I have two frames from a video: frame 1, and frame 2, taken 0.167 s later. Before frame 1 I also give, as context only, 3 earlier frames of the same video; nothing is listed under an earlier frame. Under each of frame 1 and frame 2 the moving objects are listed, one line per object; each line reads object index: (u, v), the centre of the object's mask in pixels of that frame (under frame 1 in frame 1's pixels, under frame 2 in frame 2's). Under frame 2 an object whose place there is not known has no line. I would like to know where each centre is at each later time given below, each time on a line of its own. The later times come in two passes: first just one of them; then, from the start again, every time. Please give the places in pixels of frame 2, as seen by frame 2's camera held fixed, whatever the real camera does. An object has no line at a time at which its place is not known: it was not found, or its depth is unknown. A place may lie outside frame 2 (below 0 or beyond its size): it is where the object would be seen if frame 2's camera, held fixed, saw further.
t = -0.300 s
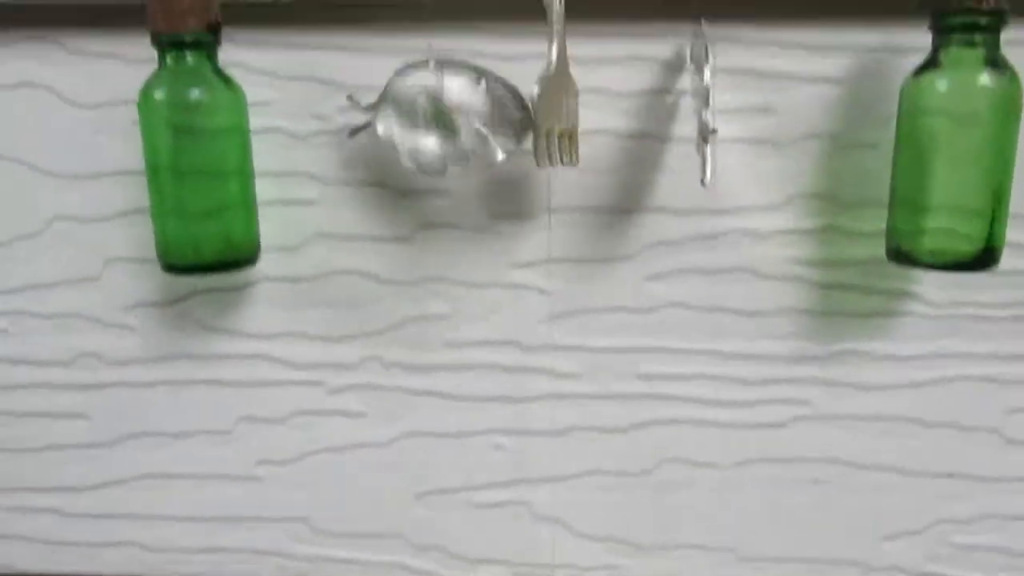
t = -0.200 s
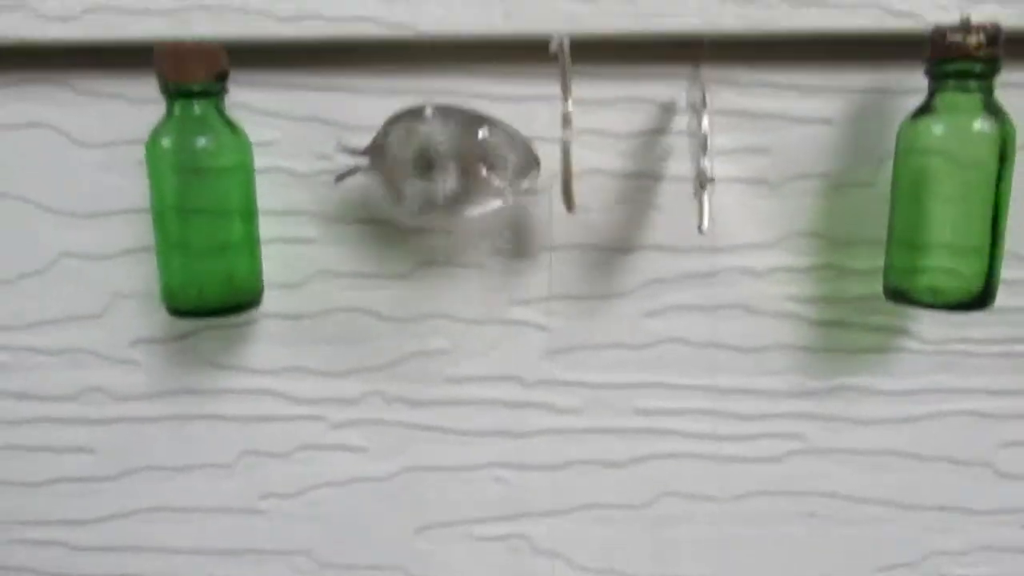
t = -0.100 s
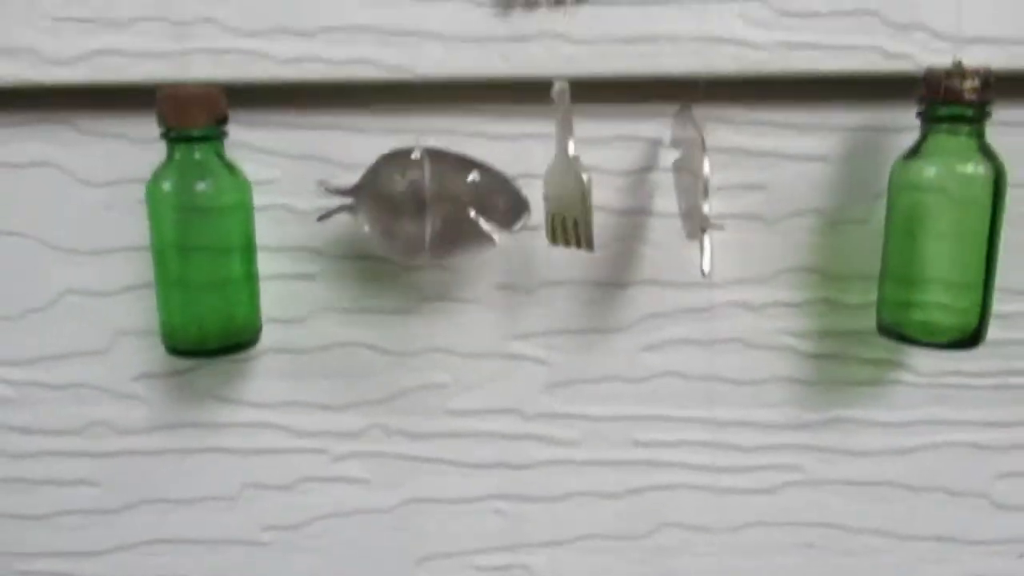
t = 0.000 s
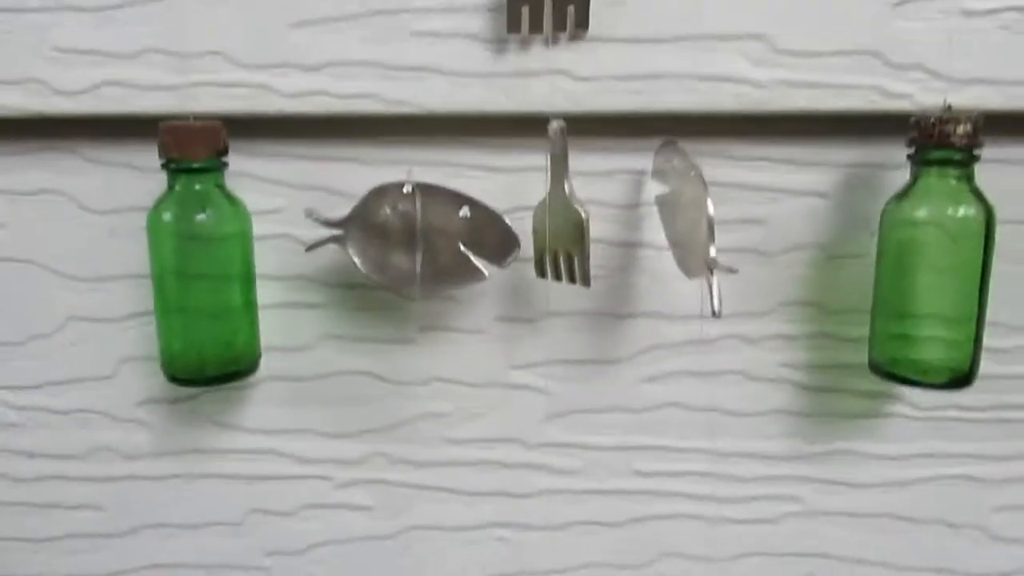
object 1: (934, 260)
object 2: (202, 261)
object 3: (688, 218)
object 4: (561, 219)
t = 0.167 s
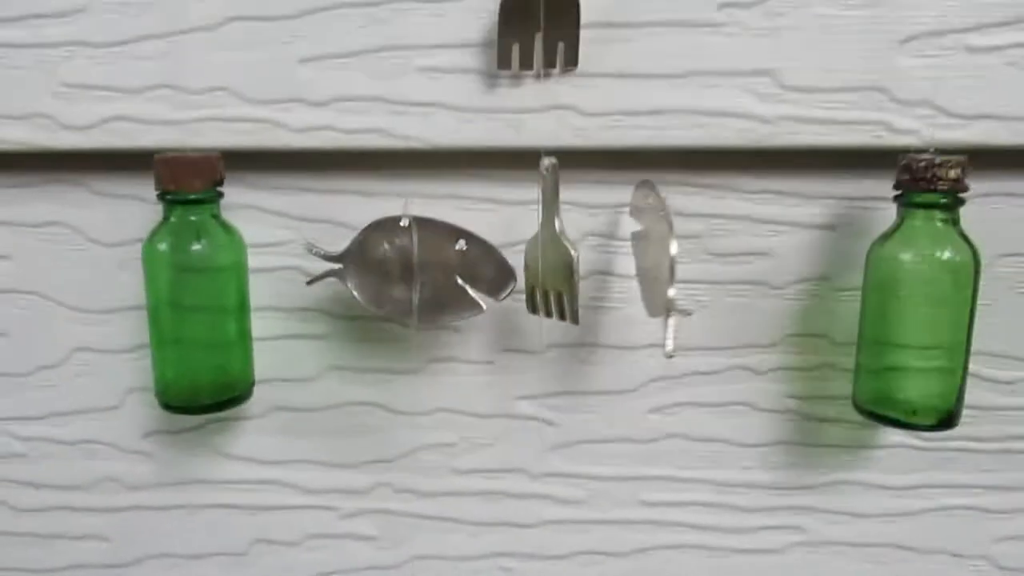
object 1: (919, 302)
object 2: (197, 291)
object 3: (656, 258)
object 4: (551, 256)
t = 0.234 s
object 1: (908, 305)
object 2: (190, 288)
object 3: (642, 261)
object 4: (549, 255)
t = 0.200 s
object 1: (913, 304)
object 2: (193, 289)
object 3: (648, 259)
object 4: (550, 256)
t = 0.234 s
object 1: (908, 305)
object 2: (190, 288)
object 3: (642, 261)
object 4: (549, 255)
